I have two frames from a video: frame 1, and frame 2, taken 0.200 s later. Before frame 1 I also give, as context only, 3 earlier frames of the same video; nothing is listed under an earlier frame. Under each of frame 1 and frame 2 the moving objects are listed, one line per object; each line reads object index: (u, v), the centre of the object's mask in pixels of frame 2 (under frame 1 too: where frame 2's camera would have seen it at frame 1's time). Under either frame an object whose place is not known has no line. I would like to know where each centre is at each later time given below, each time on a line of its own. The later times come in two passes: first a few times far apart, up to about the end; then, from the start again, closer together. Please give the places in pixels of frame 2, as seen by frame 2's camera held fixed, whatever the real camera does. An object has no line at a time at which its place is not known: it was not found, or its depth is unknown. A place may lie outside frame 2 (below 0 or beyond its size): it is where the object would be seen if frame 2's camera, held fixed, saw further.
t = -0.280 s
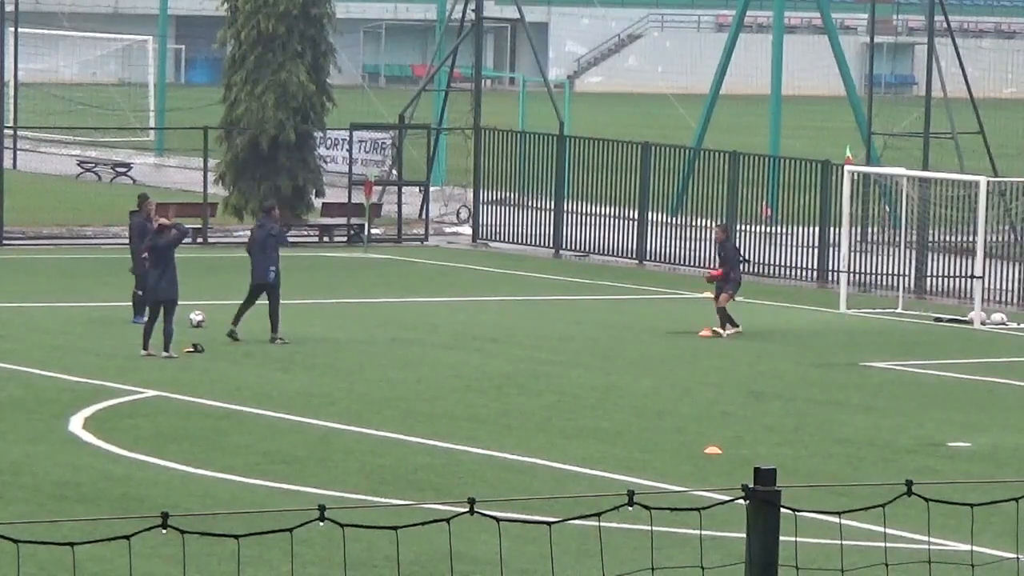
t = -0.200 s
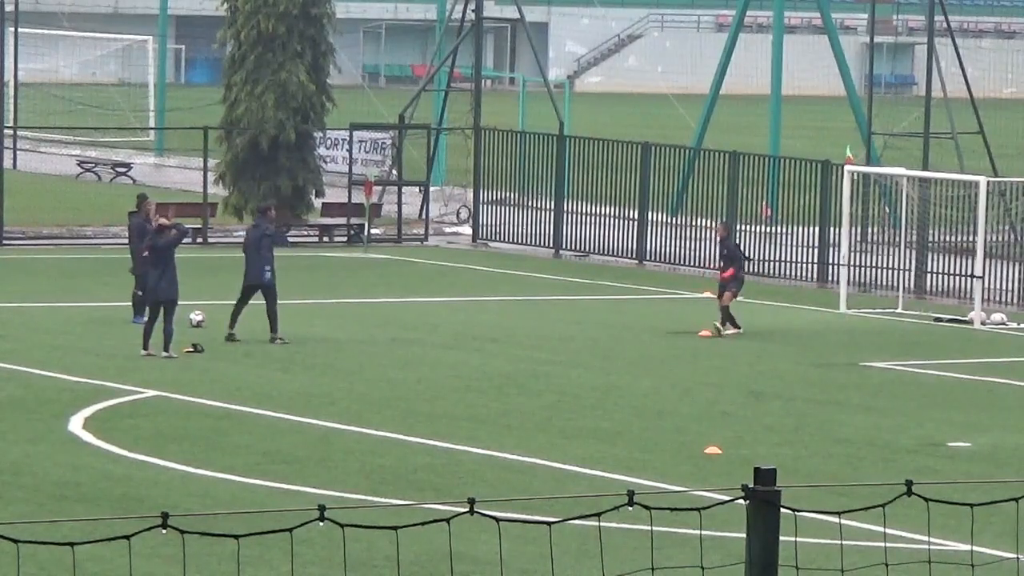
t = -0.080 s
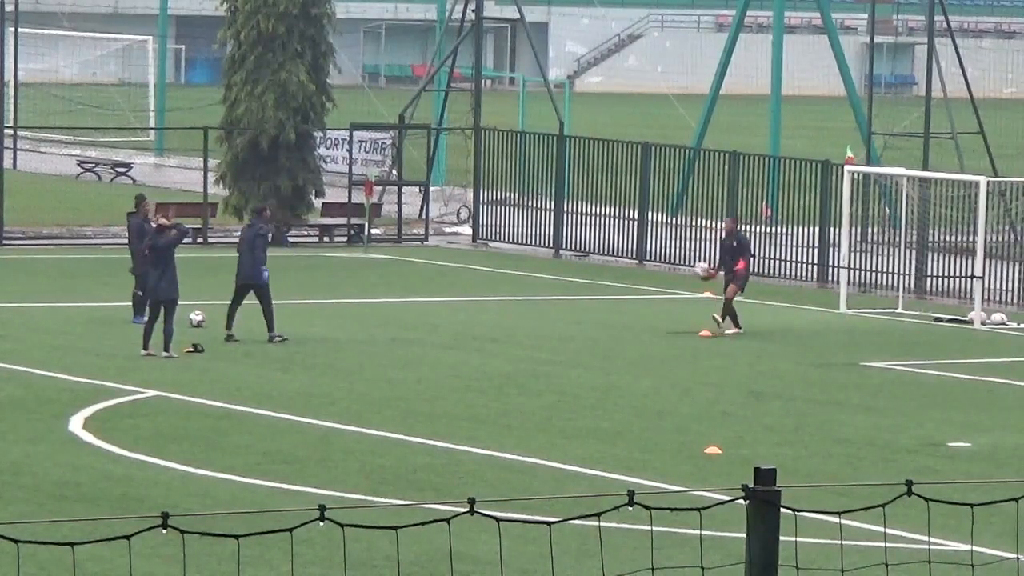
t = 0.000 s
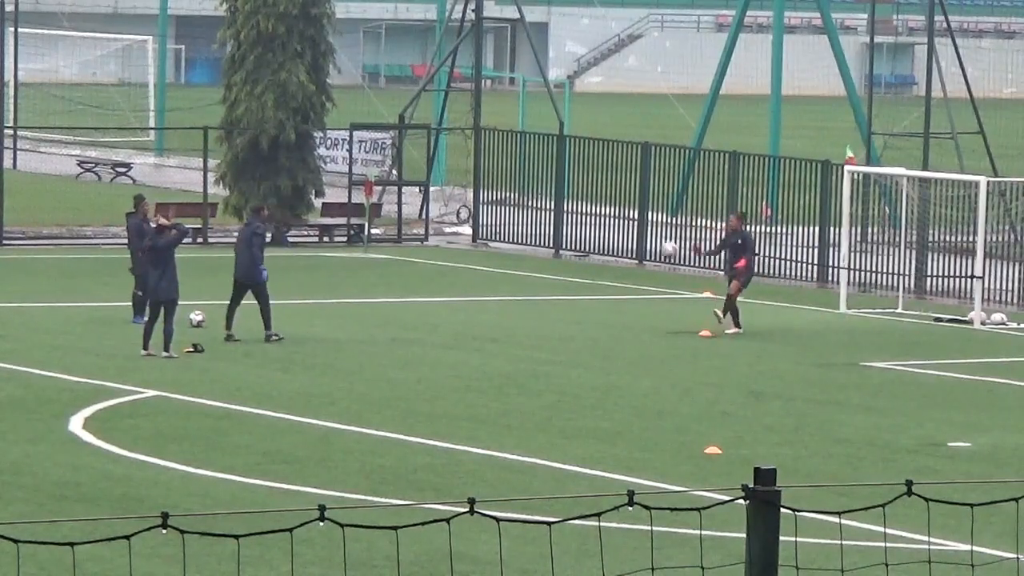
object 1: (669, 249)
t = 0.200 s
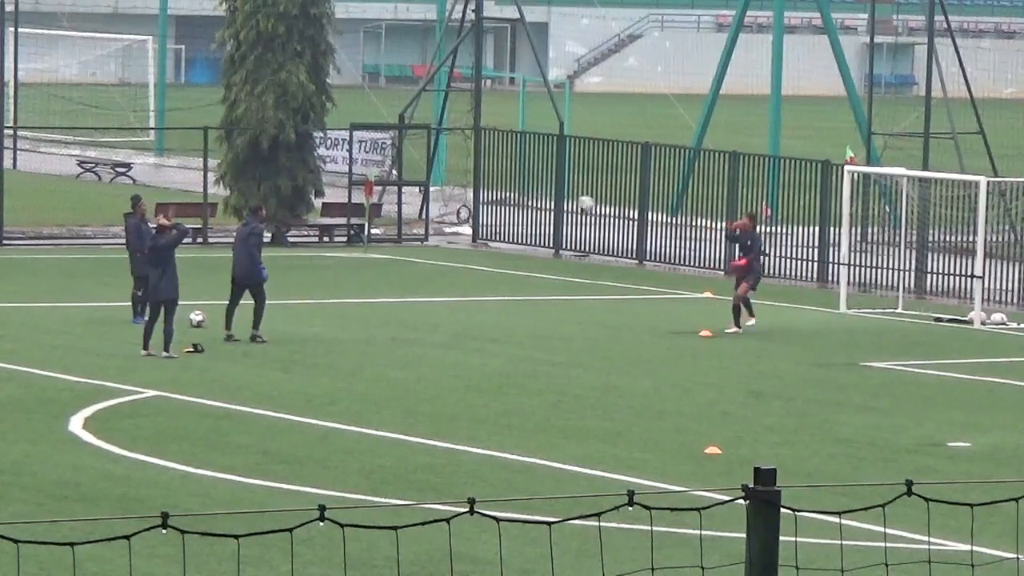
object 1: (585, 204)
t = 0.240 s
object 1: (569, 198)
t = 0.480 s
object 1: (468, 190)
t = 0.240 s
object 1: (569, 198)
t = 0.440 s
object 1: (483, 188)
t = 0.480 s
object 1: (468, 190)
